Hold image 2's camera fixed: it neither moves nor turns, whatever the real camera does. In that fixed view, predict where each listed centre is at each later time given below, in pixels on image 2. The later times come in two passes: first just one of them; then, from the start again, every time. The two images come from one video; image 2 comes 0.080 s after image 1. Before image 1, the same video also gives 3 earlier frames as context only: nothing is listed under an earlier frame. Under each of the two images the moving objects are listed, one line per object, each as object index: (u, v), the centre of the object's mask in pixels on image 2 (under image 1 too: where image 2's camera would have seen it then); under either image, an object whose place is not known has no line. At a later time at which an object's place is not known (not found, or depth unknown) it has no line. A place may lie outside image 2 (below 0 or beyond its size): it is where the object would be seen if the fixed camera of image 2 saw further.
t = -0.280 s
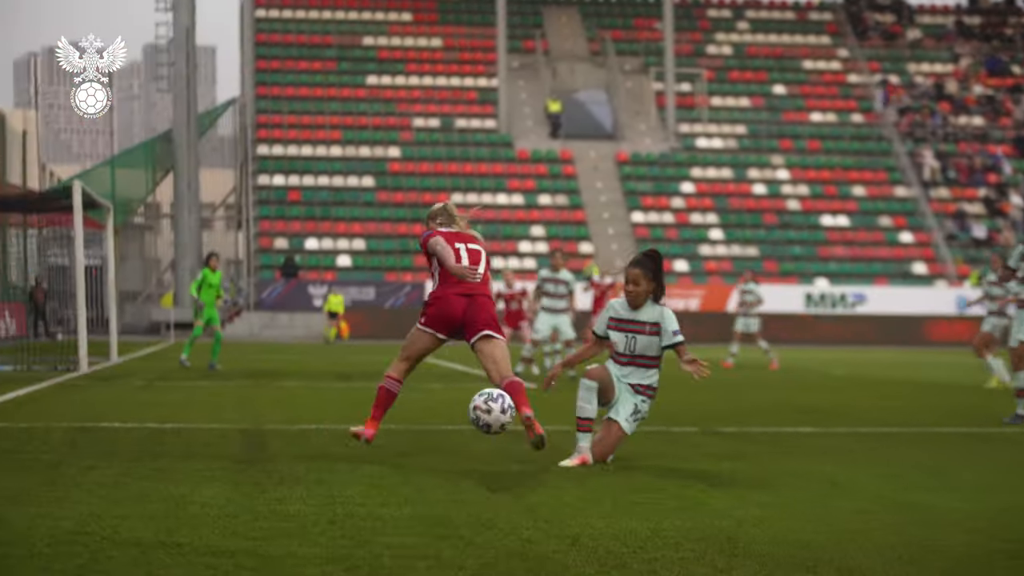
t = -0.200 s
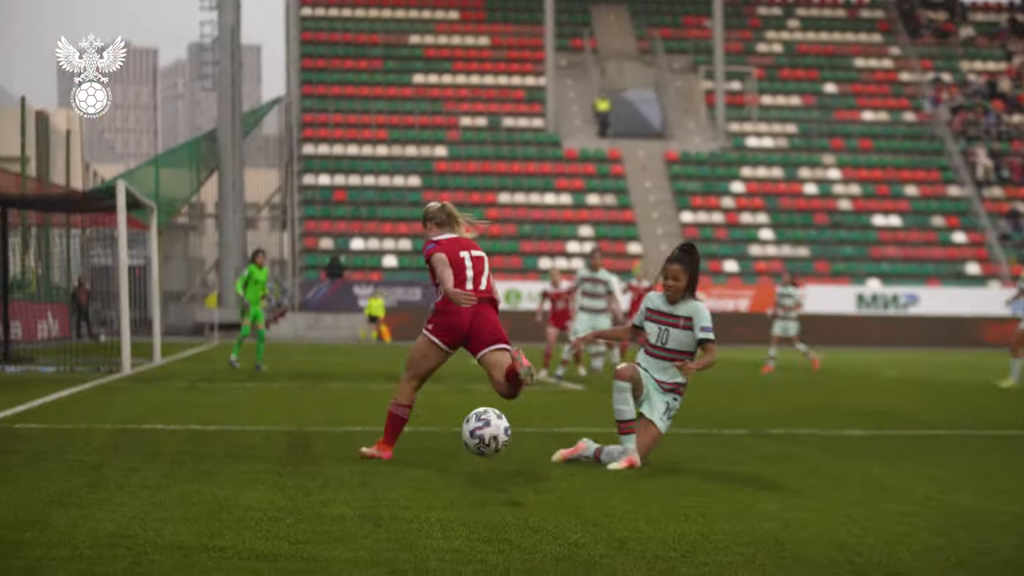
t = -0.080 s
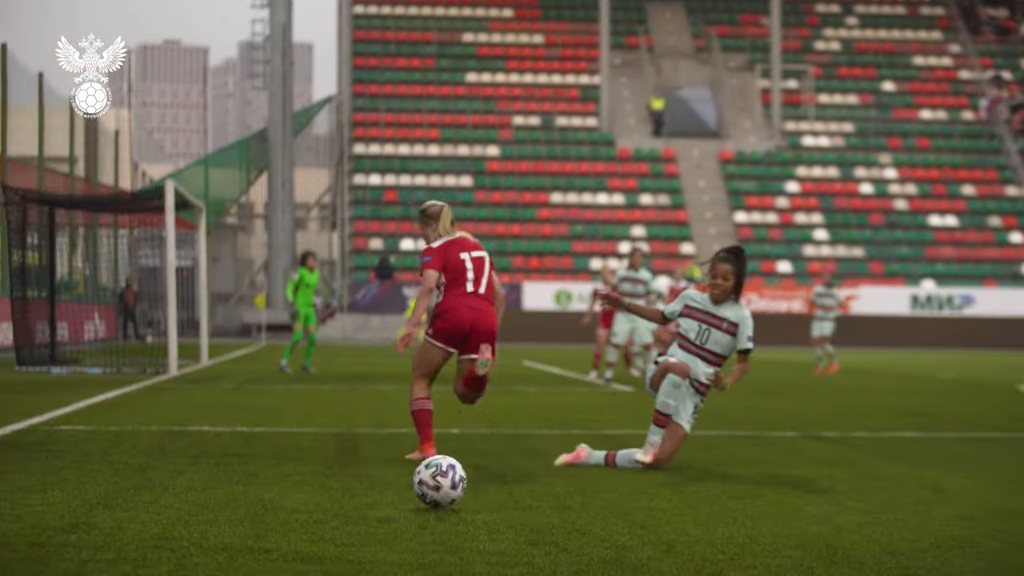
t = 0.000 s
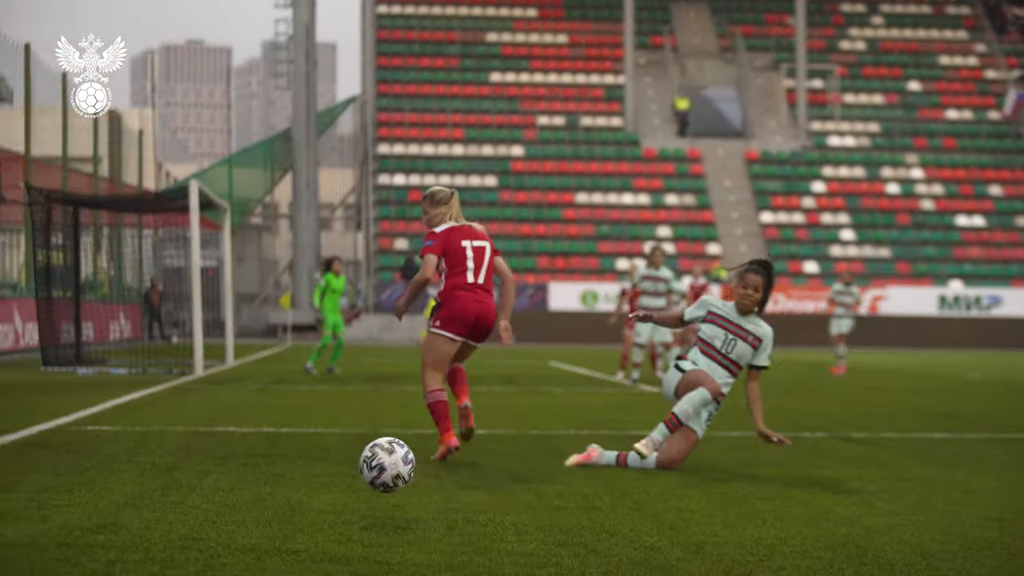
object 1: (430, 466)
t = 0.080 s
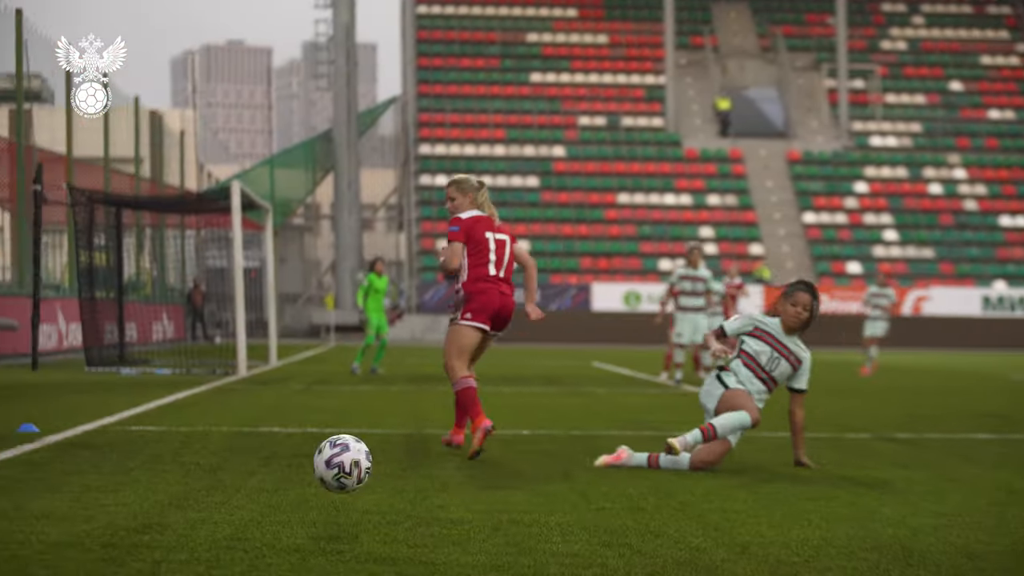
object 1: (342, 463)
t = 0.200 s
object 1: (193, 500)
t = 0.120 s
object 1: (295, 469)
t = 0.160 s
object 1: (245, 481)
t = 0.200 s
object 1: (193, 500)
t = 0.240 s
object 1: (137, 524)
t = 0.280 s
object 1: (79, 523)
